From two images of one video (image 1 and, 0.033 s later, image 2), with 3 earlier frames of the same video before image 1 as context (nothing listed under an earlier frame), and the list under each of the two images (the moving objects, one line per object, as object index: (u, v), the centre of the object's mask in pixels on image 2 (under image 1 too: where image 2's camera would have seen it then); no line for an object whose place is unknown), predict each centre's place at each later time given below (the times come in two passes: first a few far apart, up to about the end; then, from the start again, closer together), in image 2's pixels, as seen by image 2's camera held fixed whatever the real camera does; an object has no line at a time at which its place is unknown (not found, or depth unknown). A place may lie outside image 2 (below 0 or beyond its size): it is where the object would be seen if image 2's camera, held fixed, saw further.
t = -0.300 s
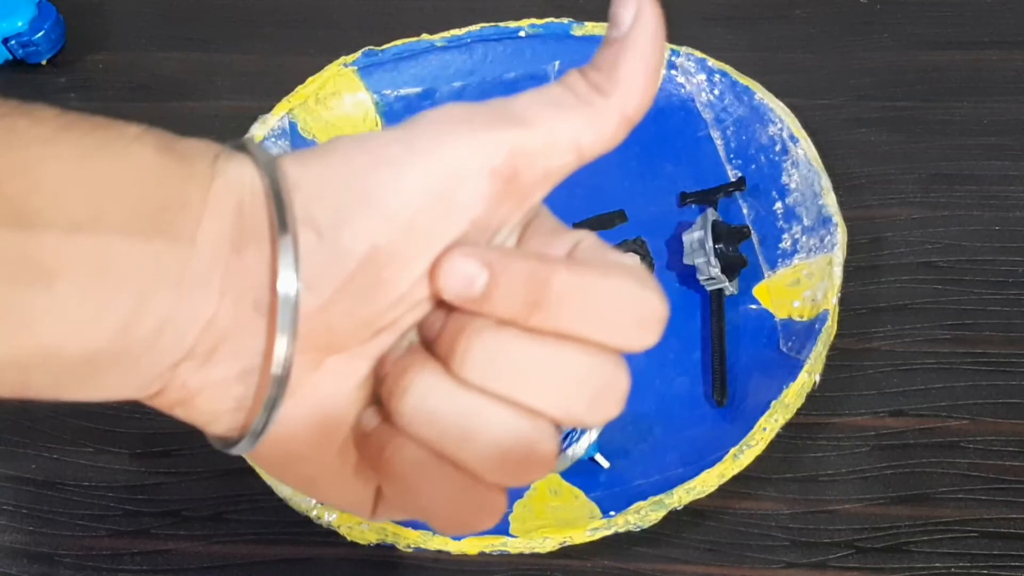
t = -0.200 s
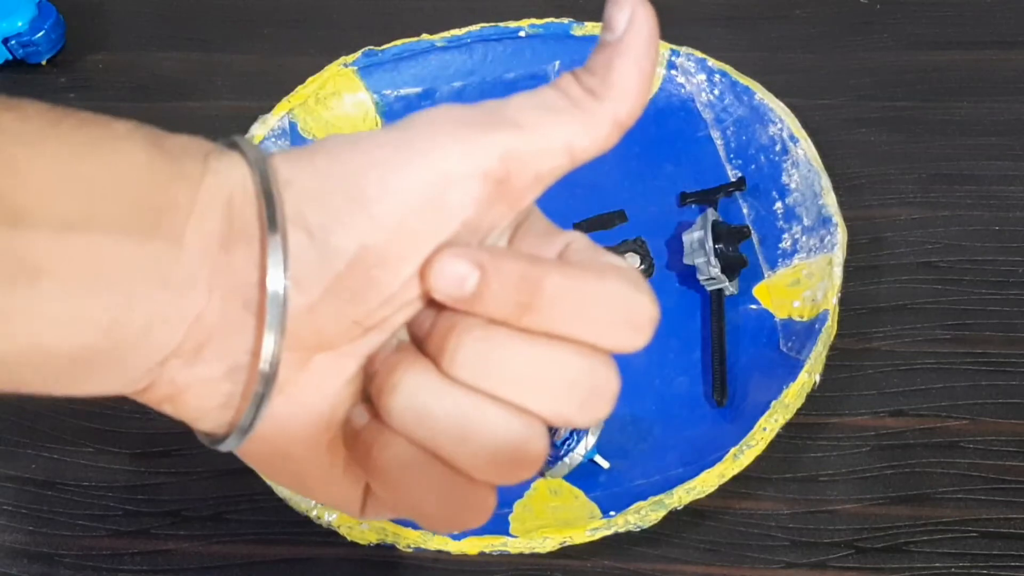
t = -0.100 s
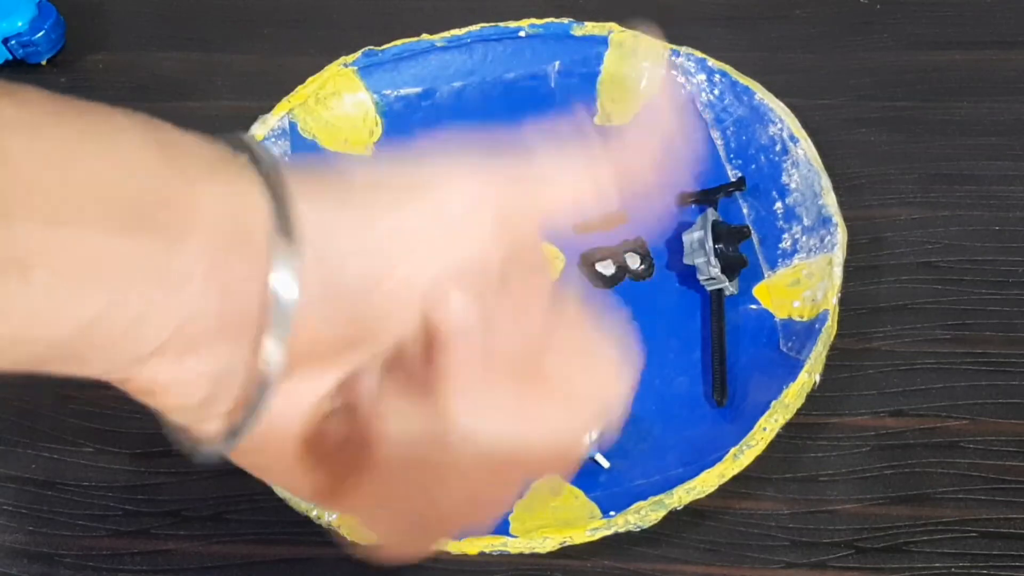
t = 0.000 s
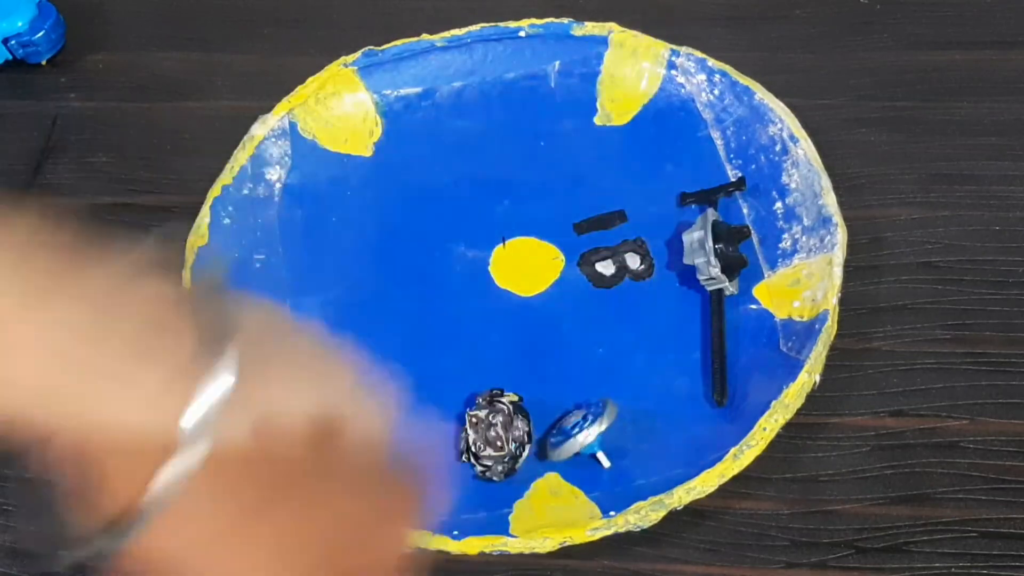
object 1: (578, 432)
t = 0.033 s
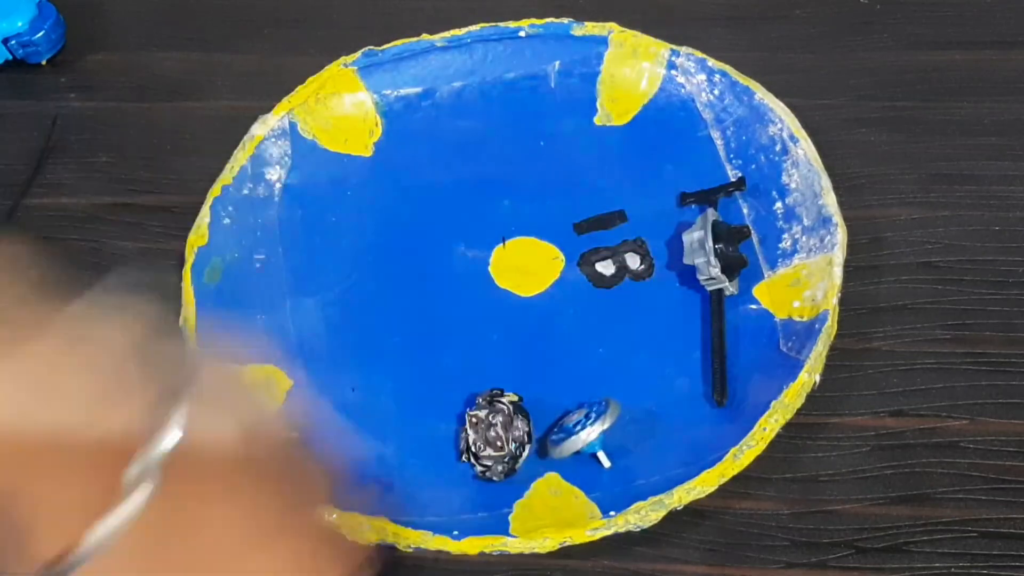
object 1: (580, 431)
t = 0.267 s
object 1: (594, 424)
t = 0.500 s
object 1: (616, 425)
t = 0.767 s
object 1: (607, 423)
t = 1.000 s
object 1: (596, 423)
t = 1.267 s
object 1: (611, 423)
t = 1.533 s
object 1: (613, 423)
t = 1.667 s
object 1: (610, 423)
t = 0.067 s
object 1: (581, 430)
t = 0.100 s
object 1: (582, 429)
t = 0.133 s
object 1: (584, 428)
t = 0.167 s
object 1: (587, 427)
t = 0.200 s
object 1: (589, 425)
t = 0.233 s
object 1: (591, 425)
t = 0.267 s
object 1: (594, 424)
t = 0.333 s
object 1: (601, 423)
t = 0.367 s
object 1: (604, 422)
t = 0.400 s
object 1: (607, 423)
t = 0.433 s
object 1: (610, 423)
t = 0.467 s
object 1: (613, 424)
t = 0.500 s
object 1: (616, 425)
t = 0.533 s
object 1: (619, 426)
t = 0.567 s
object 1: (619, 426)
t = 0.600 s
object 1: (619, 426)
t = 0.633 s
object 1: (617, 425)
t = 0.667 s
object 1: (614, 424)
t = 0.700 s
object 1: (612, 423)
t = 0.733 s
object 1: (609, 423)
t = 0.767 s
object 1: (607, 423)
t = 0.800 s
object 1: (604, 423)
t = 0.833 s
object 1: (601, 423)
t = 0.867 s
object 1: (599, 423)
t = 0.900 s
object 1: (596, 424)
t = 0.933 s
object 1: (595, 424)
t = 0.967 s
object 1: (595, 424)
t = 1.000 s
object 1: (596, 423)
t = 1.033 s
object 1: (598, 423)
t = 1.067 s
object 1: (600, 423)
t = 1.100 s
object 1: (603, 423)
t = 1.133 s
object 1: (605, 422)
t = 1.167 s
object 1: (606, 422)
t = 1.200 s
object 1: (608, 422)
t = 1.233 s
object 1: (610, 423)
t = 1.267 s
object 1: (611, 423)
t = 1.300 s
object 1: (613, 423)
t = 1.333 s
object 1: (615, 424)
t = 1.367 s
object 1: (617, 424)
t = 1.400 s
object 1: (618, 425)
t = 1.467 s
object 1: (616, 425)
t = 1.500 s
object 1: (615, 424)
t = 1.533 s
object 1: (613, 423)
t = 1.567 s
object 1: (612, 423)
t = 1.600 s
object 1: (611, 423)
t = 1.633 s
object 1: (610, 423)
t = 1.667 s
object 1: (610, 423)
